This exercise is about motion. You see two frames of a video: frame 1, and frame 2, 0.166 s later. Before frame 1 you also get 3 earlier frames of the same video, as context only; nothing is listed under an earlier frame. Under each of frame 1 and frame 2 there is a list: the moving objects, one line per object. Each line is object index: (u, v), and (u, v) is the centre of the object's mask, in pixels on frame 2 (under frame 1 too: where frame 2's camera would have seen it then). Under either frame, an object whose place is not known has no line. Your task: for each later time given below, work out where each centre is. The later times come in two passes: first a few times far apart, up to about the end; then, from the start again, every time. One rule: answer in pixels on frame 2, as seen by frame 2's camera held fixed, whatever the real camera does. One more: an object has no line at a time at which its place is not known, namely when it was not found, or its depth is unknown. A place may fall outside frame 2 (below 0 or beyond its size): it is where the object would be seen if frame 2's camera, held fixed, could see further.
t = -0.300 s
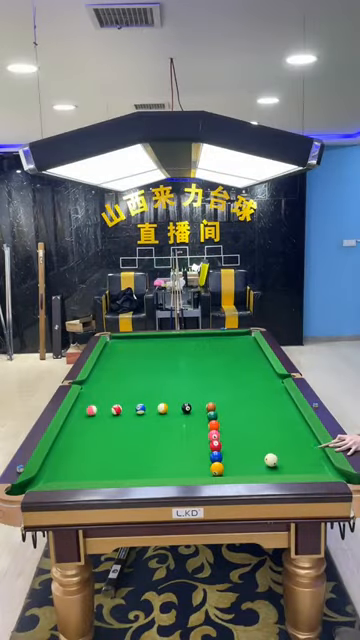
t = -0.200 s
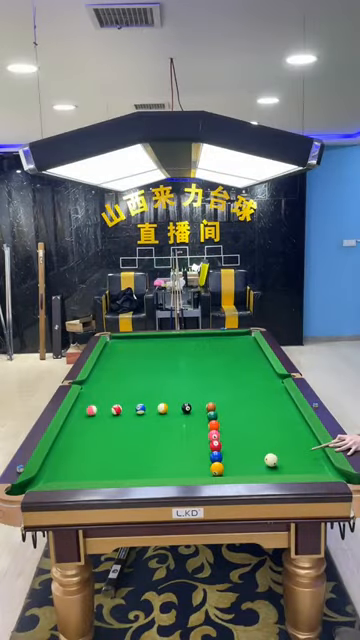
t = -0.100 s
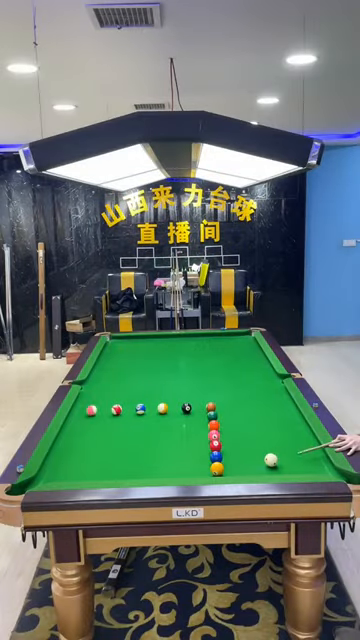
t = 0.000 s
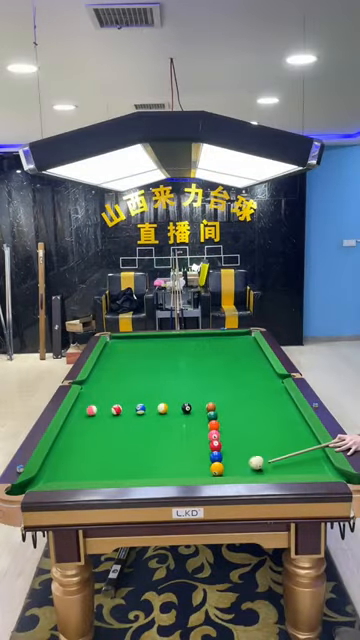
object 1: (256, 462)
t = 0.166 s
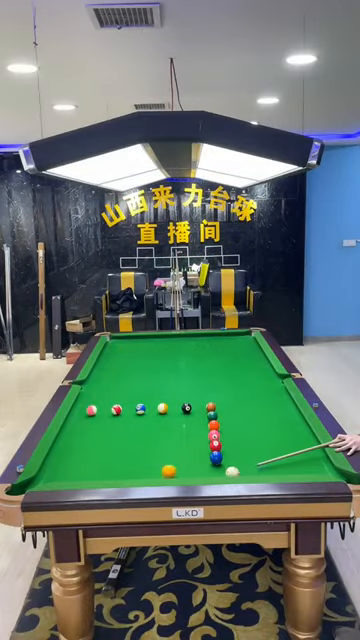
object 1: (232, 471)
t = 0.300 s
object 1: (235, 471)
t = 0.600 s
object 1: (243, 465)
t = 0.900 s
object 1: (249, 458)
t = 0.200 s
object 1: (233, 472)
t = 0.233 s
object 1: (233, 473)
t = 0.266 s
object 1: (234, 472)
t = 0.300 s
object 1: (235, 471)
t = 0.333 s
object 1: (236, 470)
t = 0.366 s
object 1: (237, 470)
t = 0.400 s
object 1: (238, 469)
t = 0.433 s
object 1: (239, 469)
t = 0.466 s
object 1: (239, 468)
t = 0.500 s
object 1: (240, 467)
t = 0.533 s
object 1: (241, 467)
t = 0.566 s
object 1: (242, 466)
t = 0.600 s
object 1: (243, 465)
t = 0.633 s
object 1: (244, 464)
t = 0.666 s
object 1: (244, 463)
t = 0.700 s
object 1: (245, 463)
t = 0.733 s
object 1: (246, 462)
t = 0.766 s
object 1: (247, 461)
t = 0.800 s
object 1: (247, 460)
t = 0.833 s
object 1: (248, 459)
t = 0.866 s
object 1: (249, 459)
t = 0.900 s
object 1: (249, 458)
